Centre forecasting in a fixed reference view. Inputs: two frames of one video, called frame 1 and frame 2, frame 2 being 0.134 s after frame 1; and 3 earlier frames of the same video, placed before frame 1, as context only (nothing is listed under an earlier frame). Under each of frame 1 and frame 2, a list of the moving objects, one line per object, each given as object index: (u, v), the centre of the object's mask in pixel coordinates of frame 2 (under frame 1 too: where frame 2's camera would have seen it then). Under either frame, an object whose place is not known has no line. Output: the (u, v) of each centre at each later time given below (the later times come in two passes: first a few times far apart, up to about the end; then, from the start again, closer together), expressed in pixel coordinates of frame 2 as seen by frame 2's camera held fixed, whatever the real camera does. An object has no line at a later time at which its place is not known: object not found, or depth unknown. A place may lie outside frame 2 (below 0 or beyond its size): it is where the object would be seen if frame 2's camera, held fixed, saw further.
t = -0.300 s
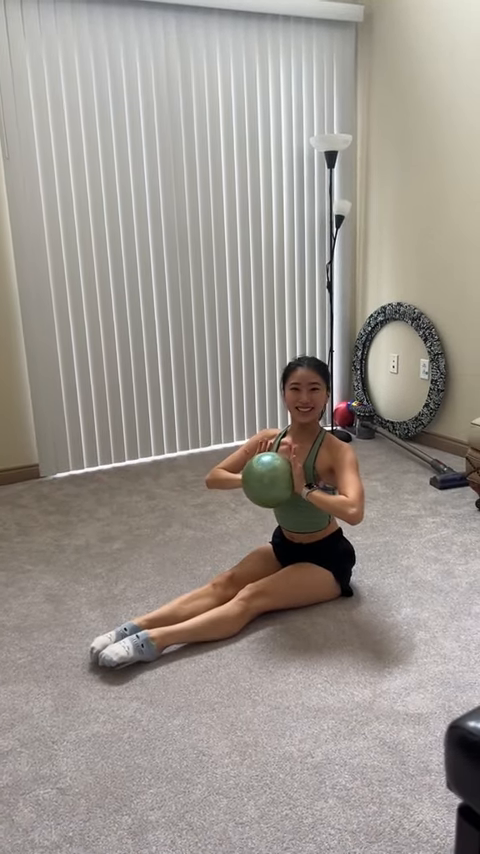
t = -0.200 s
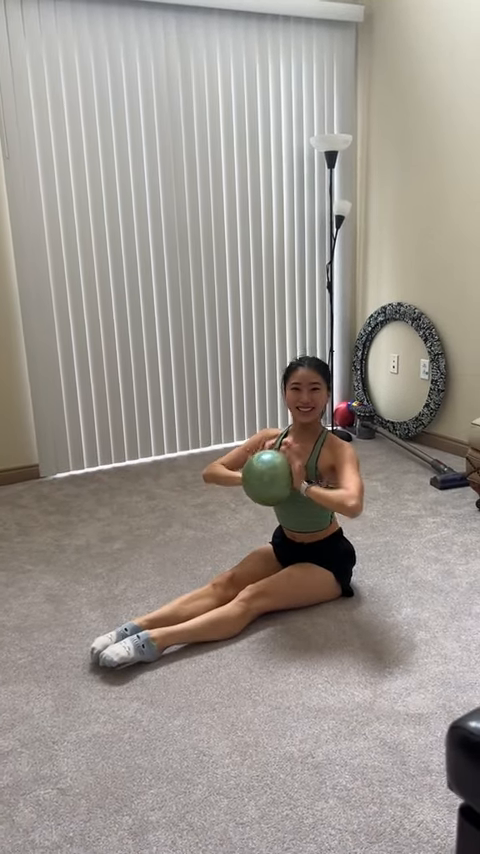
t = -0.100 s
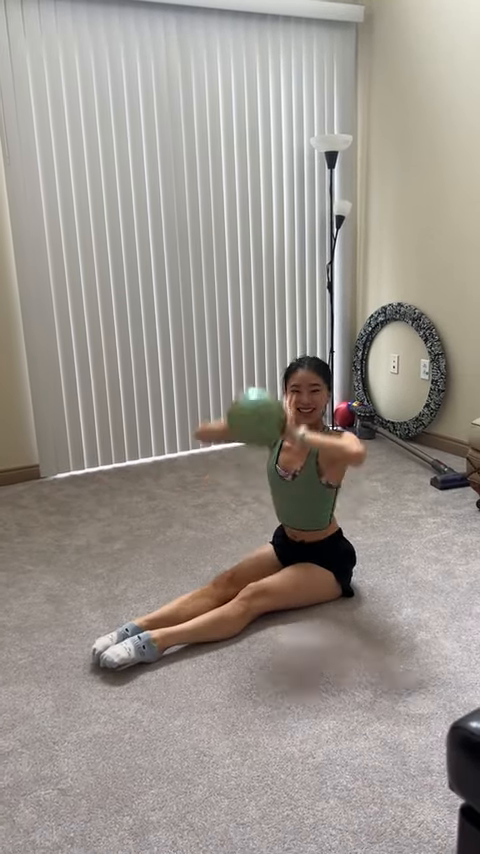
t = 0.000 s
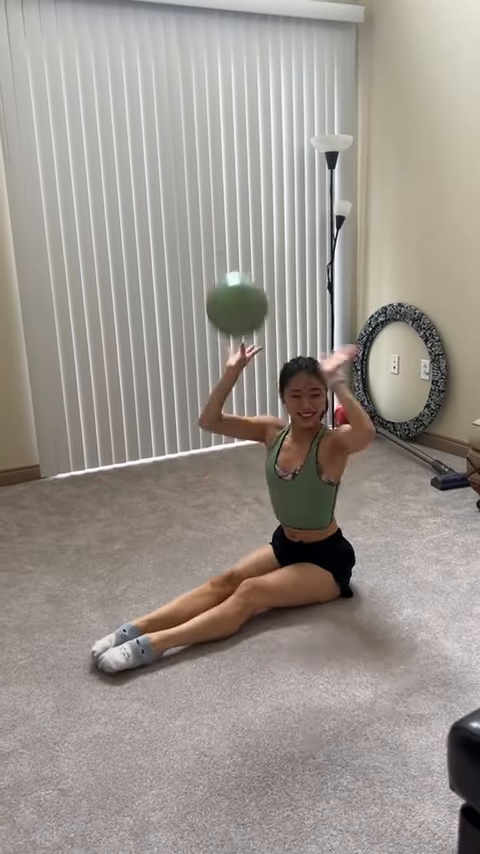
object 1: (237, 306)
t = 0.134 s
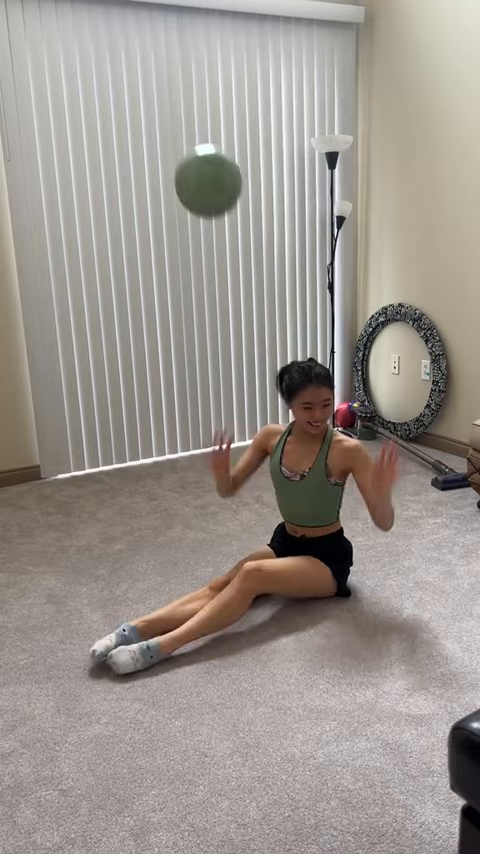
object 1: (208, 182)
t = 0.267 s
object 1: (179, 112)
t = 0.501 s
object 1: (134, 155)
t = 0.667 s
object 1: (112, 319)
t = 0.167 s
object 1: (200, 159)
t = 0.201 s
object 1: (193, 139)
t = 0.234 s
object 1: (186, 124)
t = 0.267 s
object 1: (179, 112)
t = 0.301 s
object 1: (172, 105)
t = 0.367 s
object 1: (158, 103)
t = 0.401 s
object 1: (152, 109)
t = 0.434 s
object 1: (145, 120)
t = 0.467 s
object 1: (139, 135)
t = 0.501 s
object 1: (134, 155)
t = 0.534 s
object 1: (129, 179)
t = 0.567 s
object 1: (124, 208)
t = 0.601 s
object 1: (119, 241)
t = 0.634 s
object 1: (115, 278)
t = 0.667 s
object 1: (112, 319)
